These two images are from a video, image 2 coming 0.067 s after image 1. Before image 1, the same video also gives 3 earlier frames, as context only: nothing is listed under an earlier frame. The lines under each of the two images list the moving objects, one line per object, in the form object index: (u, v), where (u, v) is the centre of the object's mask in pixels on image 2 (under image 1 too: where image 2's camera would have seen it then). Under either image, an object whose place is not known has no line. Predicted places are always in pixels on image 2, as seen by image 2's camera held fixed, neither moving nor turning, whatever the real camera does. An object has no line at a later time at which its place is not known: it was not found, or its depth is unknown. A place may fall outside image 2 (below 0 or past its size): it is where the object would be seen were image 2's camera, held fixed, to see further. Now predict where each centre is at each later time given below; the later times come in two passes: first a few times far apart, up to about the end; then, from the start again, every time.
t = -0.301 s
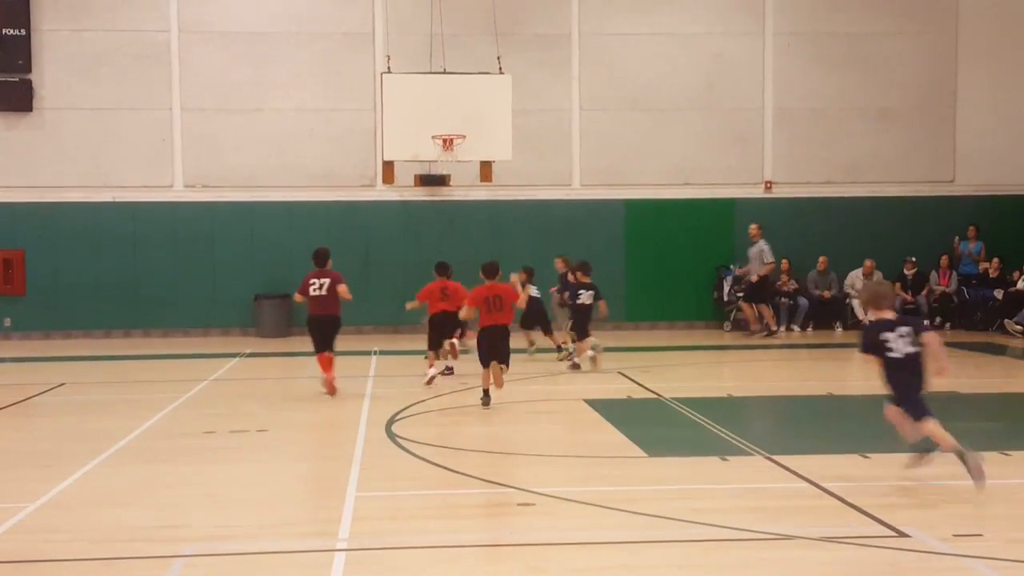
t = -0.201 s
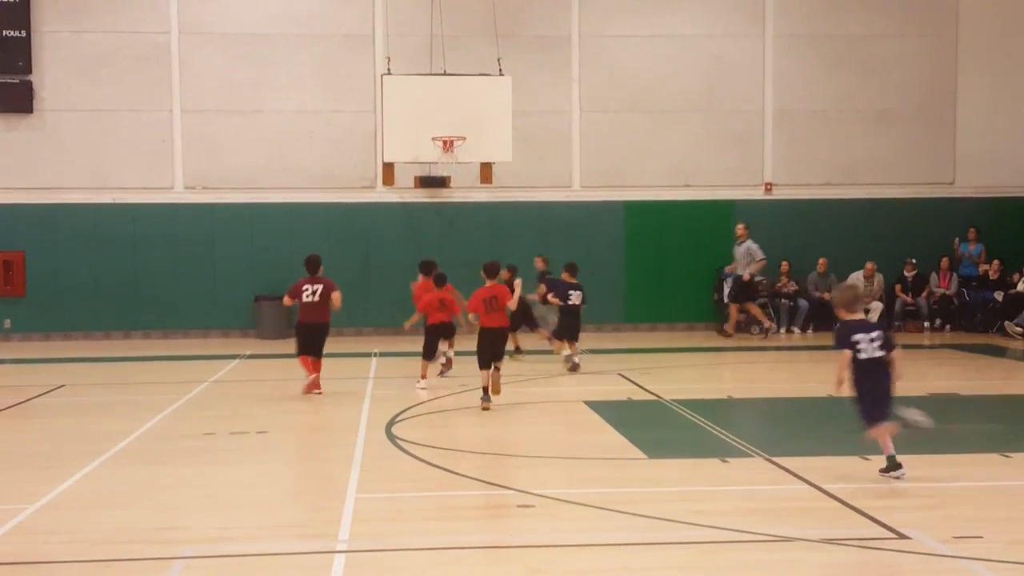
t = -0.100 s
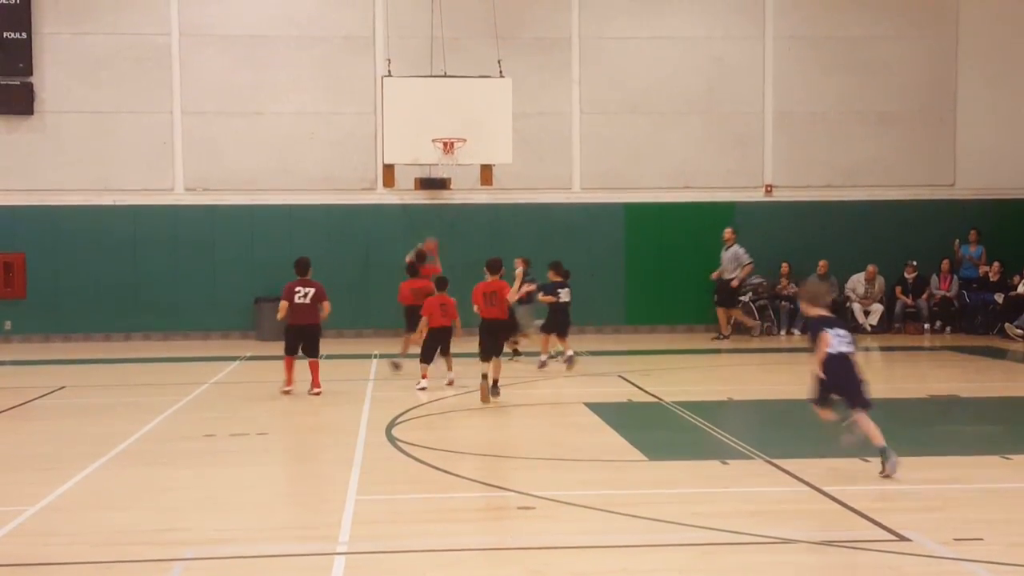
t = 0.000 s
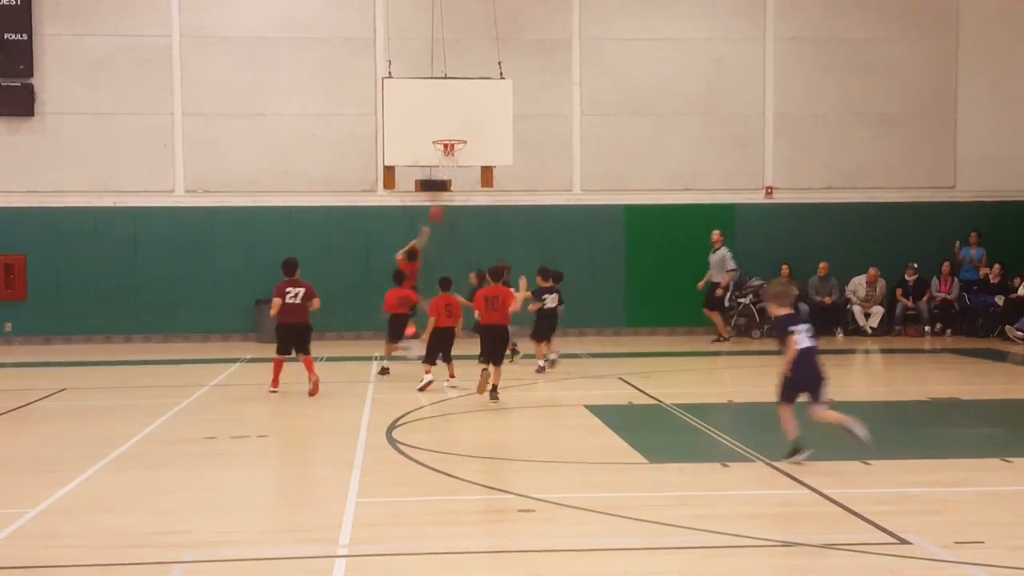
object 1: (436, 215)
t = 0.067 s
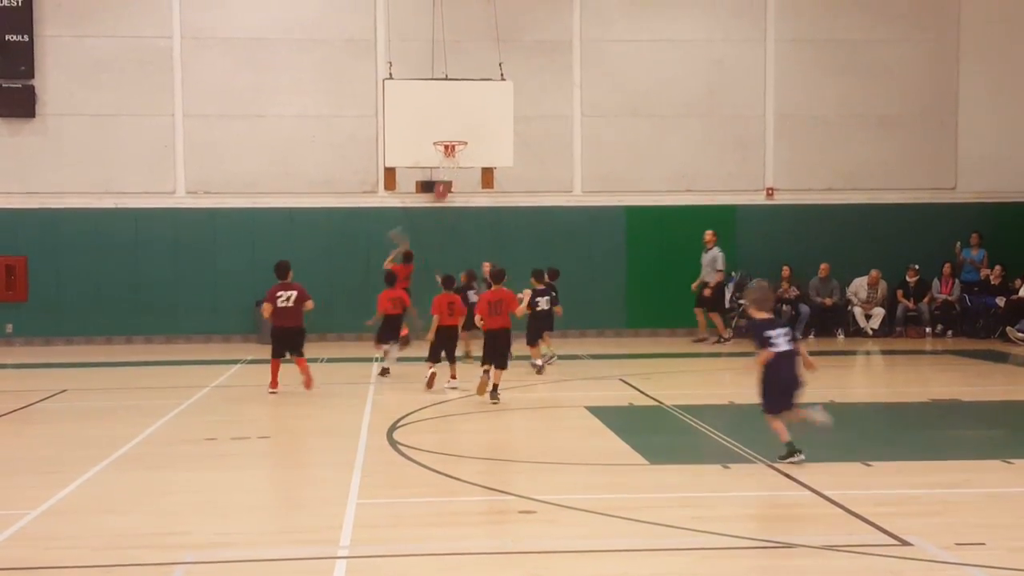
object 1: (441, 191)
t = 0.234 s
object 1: (450, 152)
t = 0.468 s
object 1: (464, 132)
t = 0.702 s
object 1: (481, 142)
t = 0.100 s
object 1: (443, 185)
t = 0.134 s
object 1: (444, 173)
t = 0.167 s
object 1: (446, 164)
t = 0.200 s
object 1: (448, 158)
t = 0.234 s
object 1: (450, 152)
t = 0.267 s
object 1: (451, 147)
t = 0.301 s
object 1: (454, 142)
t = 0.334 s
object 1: (455, 139)
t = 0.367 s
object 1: (458, 136)
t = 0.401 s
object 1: (460, 134)
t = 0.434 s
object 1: (462, 132)
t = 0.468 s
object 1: (464, 132)
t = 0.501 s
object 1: (465, 132)
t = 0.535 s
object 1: (467, 133)
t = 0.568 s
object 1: (469, 135)
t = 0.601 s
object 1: (472, 137)
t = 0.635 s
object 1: (475, 138)
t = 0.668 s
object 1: (478, 139)
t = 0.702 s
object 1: (481, 142)
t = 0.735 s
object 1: (484, 145)
